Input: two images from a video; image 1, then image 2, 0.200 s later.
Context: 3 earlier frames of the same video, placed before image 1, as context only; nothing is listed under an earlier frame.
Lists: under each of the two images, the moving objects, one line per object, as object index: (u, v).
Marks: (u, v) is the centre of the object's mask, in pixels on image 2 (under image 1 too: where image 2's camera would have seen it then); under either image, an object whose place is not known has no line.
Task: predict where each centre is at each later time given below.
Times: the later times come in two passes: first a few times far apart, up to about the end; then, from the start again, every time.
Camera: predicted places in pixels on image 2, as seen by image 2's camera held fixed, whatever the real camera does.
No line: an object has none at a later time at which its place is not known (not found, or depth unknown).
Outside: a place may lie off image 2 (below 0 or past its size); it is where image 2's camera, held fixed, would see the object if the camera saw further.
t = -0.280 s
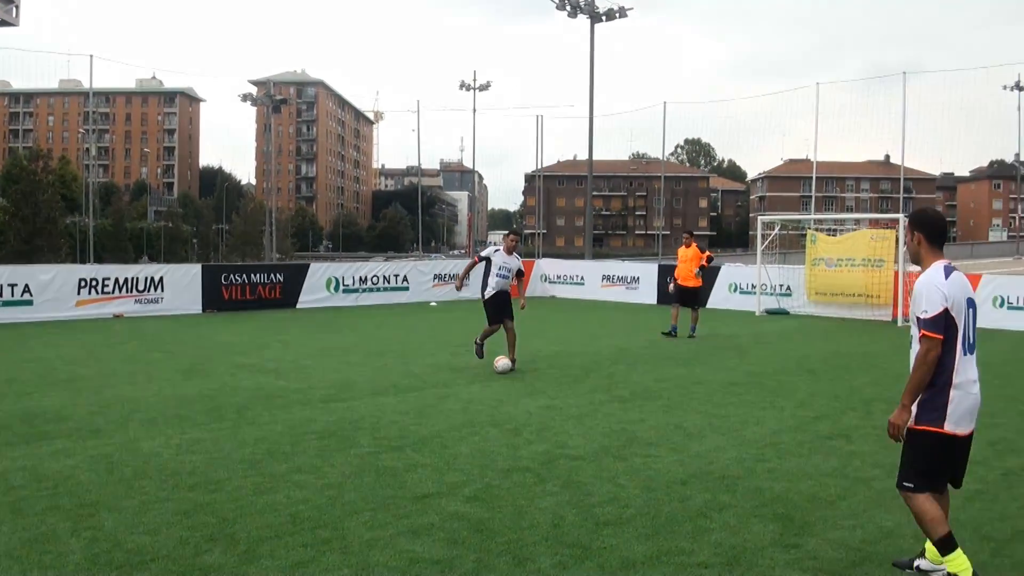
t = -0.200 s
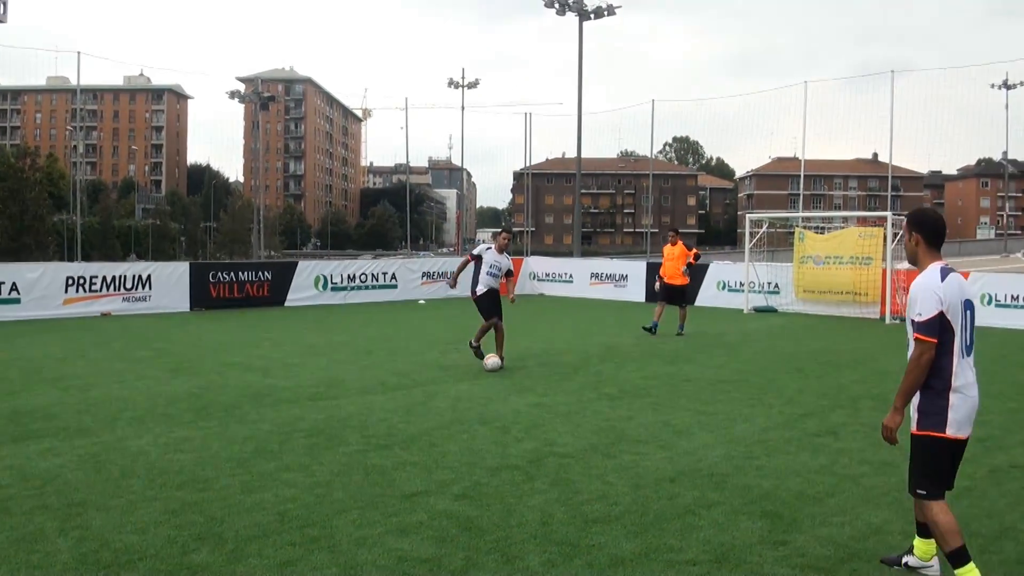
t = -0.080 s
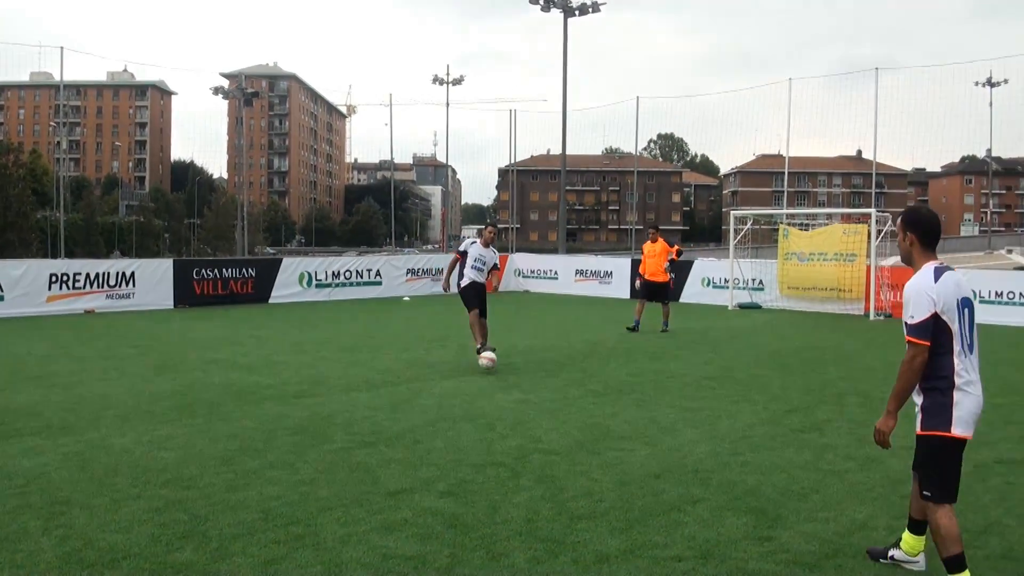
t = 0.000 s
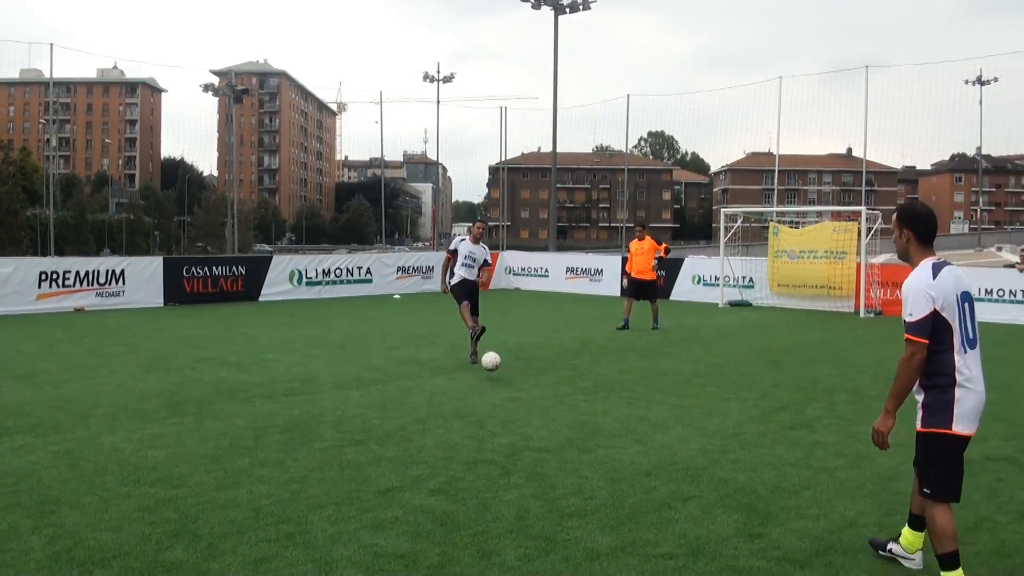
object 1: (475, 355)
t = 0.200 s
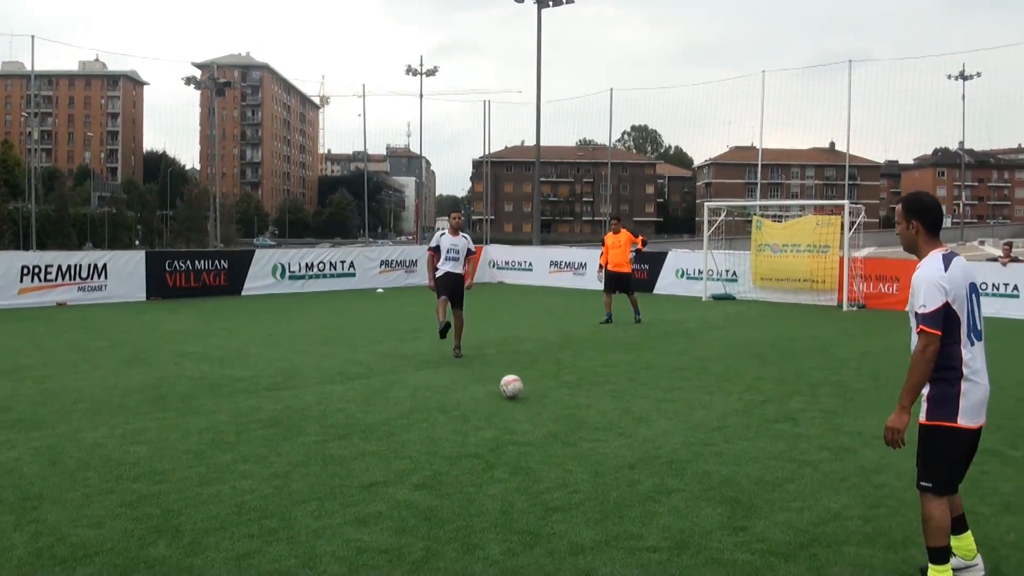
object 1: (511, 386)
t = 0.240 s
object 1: (518, 390)
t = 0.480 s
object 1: (562, 421)
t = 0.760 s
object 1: (622, 459)
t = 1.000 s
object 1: (694, 514)
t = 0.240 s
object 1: (518, 390)
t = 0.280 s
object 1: (526, 394)
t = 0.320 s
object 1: (533, 402)
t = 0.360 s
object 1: (540, 406)
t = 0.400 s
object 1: (547, 408)
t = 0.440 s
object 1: (554, 413)
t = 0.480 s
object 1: (562, 421)
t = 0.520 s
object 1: (569, 428)
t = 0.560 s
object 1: (577, 430)
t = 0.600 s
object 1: (586, 435)
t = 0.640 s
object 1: (595, 443)
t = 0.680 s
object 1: (604, 451)
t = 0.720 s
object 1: (612, 454)
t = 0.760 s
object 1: (622, 459)
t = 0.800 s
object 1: (632, 468)
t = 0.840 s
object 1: (643, 480)
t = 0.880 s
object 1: (654, 489)
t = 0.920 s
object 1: (667, 494)
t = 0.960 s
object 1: (680, 502)
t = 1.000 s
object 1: (694, 514)
